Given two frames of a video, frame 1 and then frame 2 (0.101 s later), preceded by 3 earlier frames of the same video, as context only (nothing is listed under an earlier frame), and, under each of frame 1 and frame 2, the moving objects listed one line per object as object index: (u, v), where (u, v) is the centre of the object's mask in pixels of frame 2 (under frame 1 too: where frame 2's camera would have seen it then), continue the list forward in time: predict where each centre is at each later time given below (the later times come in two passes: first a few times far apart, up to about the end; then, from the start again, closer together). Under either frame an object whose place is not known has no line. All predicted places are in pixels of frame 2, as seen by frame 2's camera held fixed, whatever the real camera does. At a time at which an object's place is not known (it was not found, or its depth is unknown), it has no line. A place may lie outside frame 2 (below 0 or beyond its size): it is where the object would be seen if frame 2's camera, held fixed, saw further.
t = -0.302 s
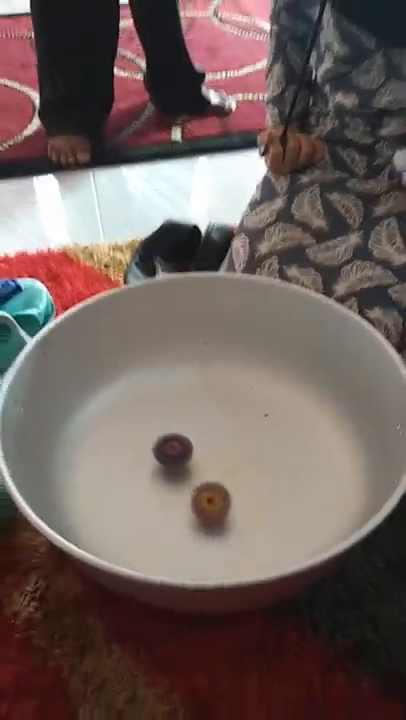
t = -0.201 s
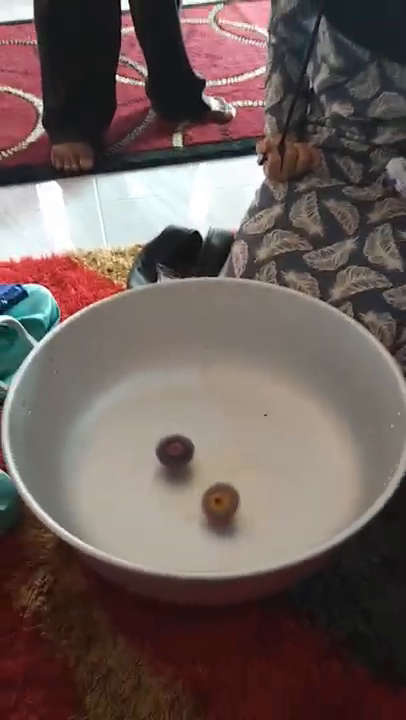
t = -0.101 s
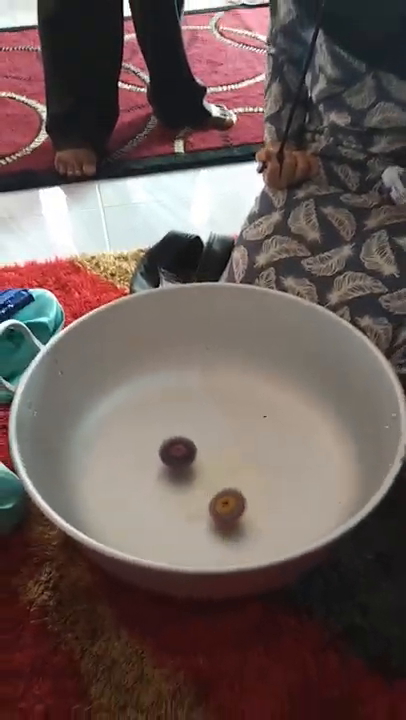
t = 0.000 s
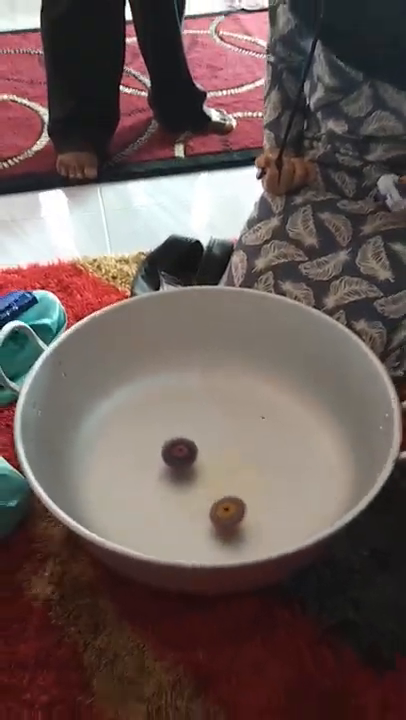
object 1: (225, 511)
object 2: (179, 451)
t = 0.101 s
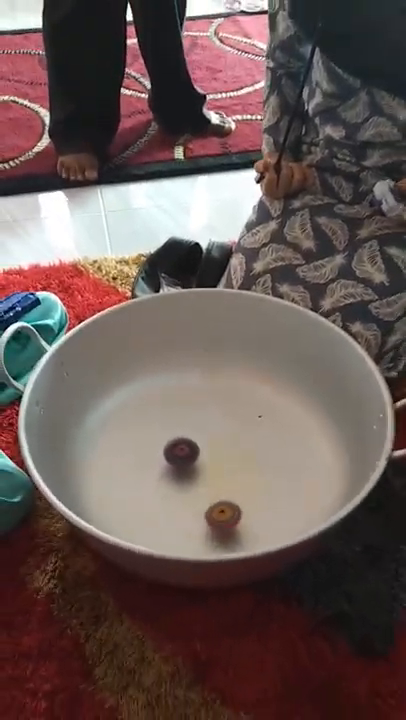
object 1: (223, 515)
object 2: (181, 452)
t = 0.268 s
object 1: (210, 522)
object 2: (186, 453)
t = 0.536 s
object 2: (195, 453)
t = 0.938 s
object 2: (204, 447)
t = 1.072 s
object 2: (204, 443)
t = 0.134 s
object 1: (221, 517)
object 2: (182, 453)
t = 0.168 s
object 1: (219, 520)
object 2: (183, 453)
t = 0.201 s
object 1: (216, 521)
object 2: (184, 453)
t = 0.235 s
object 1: (213, 523)
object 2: (185, 453)
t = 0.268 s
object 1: (210, 522)
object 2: (186, 453)
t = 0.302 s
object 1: (207, 523)
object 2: (187, 454)
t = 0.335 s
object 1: (204, 523)
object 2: (188, 454)
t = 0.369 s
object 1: (201, 522)
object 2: (190, 454)
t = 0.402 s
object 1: (199, 522)
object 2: (191, 454)
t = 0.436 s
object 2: (192, 454)
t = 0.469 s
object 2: (193, 454)
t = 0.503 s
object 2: (194, 453)
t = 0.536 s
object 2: (195, 453)
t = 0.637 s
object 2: (198, 452)
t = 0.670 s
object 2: (199, 452)
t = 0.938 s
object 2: (204, 447)
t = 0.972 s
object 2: (204, 446)
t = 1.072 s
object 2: (204, 443)
